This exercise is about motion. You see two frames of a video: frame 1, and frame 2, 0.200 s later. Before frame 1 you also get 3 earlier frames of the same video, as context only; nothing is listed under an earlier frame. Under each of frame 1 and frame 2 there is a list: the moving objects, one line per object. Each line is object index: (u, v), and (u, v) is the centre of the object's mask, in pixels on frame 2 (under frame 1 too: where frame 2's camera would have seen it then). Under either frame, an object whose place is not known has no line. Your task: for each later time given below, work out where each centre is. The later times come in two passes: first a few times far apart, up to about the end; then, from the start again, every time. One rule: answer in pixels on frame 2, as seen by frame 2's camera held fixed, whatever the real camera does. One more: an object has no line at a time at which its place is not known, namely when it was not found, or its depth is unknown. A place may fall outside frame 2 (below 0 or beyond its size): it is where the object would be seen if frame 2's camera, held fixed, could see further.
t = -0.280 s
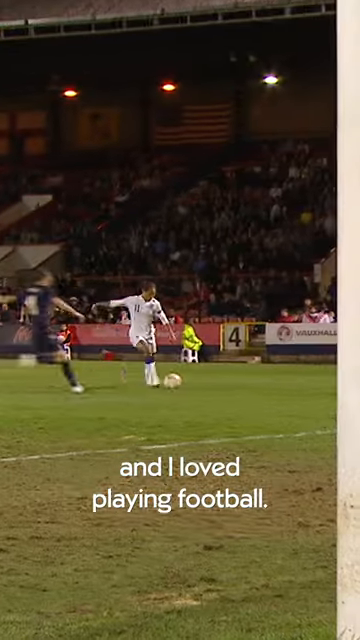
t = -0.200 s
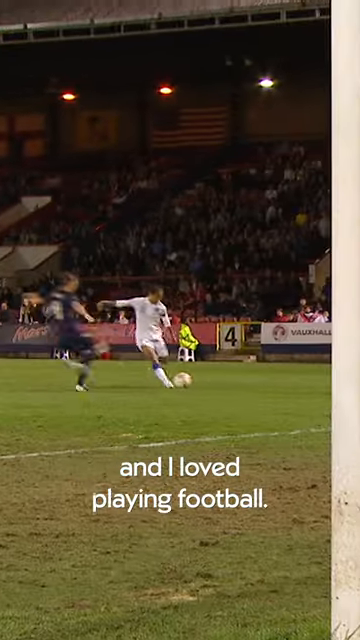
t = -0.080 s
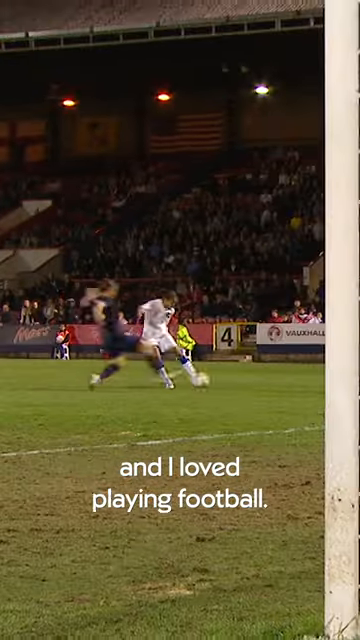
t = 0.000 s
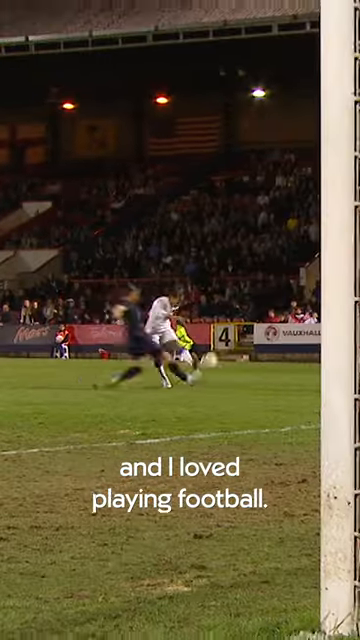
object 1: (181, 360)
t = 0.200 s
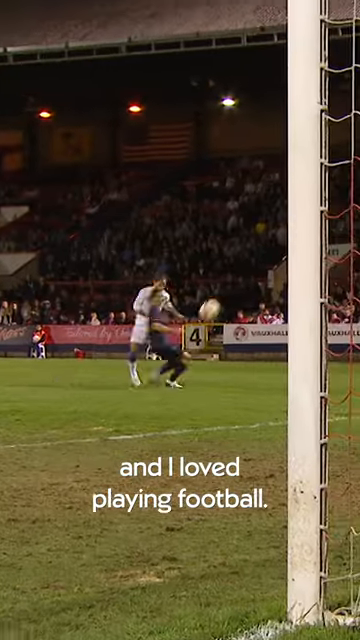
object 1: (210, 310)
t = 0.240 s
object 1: (213, 303)
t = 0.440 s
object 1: (243, 255)
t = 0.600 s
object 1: (269, 220)
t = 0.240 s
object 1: (213, 303)
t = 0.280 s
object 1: (217, 296)
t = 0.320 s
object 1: (225, 283)
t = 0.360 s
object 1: (230, 276)
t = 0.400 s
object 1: (239, 262)
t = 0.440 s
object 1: (243, 255)
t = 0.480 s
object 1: (248, 248)
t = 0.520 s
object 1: (253, 241)
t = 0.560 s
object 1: (264, 227)
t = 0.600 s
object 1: (269, 220)
